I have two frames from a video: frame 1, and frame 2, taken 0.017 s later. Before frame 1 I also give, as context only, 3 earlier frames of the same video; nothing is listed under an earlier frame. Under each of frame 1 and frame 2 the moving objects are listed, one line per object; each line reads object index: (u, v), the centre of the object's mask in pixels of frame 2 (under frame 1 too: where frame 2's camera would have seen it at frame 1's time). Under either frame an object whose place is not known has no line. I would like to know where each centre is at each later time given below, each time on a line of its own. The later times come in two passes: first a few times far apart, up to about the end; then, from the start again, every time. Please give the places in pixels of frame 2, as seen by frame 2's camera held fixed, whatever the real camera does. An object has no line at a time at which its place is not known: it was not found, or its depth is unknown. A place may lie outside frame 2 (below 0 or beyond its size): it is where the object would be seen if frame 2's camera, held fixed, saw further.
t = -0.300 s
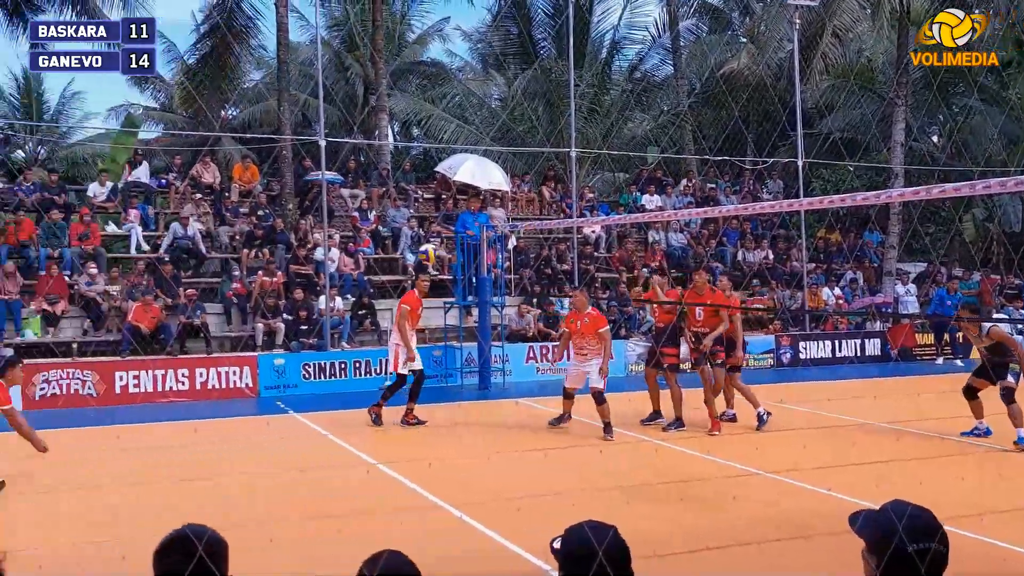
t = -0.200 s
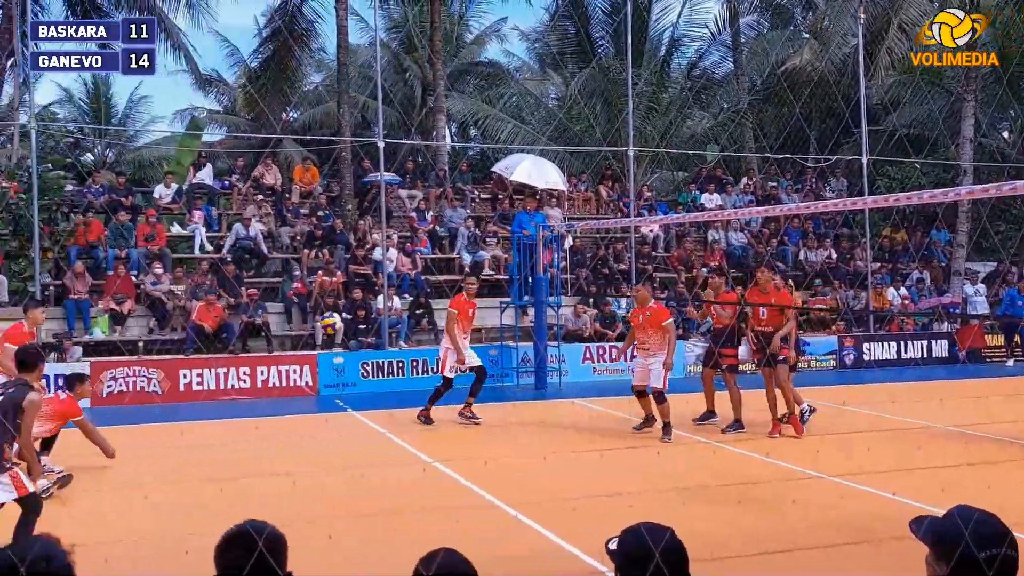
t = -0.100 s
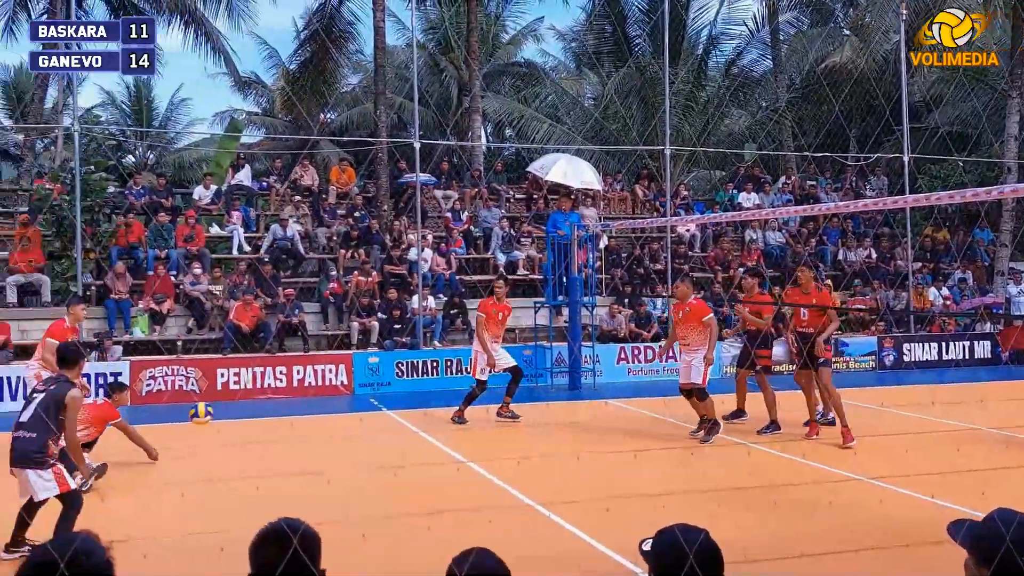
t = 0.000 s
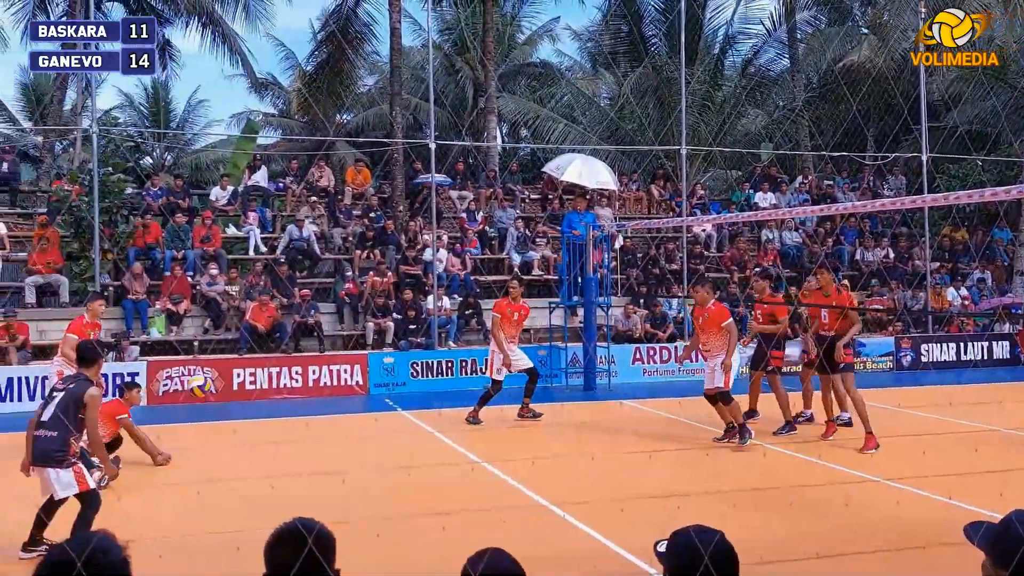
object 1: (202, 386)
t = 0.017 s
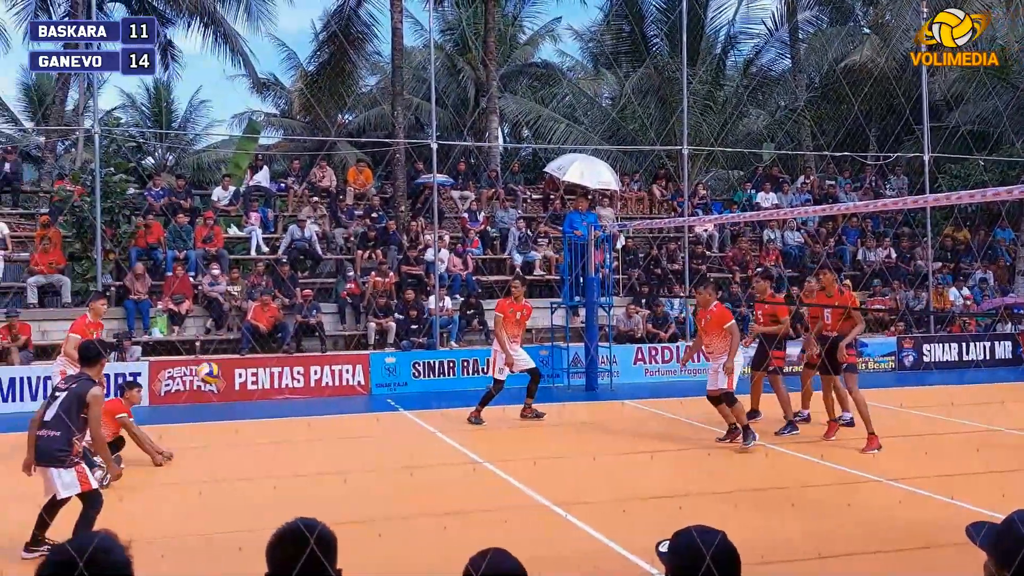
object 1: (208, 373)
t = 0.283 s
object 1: (320, 204)
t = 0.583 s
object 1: (445, 93)
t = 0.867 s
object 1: (565, 75)
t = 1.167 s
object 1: (698, 153)
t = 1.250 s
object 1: (743, 202)
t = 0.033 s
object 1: (215, 360)
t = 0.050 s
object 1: (222, 348)
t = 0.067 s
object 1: (229, 337)
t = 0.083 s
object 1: (235, 325)
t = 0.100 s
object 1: (243, 313)
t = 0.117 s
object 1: (250, 302)
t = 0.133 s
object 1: (258, 291)
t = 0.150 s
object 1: (265, 280)
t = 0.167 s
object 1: (272, 269)
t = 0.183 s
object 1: (279, 259)
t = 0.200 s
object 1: (286, 249)
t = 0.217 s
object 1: (292, 239)
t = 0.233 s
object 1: (299, 231)
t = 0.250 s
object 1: (307, 220)
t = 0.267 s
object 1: (314, 211)
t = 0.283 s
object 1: (320, 204)
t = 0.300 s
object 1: (328, 195)
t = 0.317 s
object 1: (335, 187)
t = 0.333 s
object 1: (341, 179)
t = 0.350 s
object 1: (349, 171)
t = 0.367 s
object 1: (356, 164)
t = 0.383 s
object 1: (363, 157)
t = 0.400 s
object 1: (369, 150)
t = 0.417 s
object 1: (376, 143)
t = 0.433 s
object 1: (383, 137)
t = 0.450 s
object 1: (389, 131)
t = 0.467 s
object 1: (396, 125)
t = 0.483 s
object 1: (404, 120)
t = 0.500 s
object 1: (410, 115)
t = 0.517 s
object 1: (418, 111)
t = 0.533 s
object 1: (424, 106)
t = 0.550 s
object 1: (432, 101)
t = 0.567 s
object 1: (438, 97)
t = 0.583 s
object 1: (445, 93)
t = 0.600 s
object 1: (453, 89)
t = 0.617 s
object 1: (459, 86)
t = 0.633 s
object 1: (466, 83)
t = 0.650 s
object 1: (473, 80)
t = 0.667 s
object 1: (481, 79)
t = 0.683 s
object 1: (487, 76)
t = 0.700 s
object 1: (495, 75)
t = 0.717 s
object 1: (502, 73)
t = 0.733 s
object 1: (509, 73)
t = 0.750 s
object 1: (517, 71)
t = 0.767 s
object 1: (524, 71)
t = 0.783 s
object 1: (530, 70)
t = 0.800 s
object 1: (536, 70)
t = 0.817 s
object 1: (544, 71)
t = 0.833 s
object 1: (551, 72)
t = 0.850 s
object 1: (557, 74)
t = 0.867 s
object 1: (565, 75)
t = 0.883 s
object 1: (573, 76)
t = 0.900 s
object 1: (580, 78)
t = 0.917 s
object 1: (588, 80)
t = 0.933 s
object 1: (594, 83)
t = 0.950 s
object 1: (602, 87)
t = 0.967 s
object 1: (610, 88)
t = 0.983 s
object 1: (616, 92)
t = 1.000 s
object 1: (624, 96)
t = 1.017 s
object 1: (631, 100)
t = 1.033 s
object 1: (639, 105)
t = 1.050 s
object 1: (646, 110)
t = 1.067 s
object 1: (654, 115)
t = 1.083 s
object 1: (661, 120)
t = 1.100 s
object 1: (668, 126)
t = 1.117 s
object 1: (675, 133)
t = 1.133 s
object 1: (683, 139)
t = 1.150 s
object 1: (691, 146)
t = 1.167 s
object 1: (698, 153)
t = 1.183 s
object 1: (706, 160)
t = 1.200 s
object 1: (713, 167)
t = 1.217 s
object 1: (720, 176)
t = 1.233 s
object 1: (736, 194)
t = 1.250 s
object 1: (743, 202)
